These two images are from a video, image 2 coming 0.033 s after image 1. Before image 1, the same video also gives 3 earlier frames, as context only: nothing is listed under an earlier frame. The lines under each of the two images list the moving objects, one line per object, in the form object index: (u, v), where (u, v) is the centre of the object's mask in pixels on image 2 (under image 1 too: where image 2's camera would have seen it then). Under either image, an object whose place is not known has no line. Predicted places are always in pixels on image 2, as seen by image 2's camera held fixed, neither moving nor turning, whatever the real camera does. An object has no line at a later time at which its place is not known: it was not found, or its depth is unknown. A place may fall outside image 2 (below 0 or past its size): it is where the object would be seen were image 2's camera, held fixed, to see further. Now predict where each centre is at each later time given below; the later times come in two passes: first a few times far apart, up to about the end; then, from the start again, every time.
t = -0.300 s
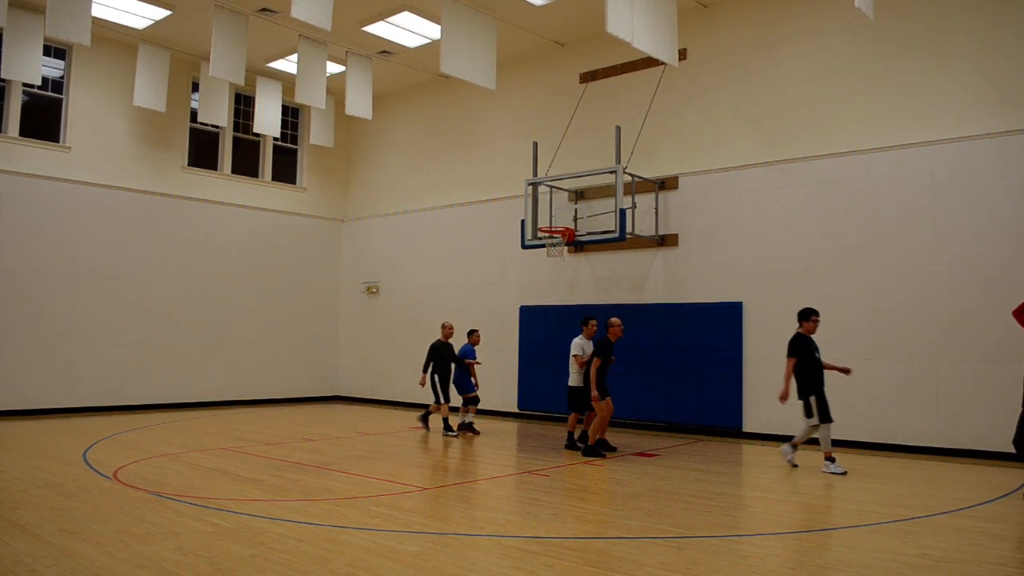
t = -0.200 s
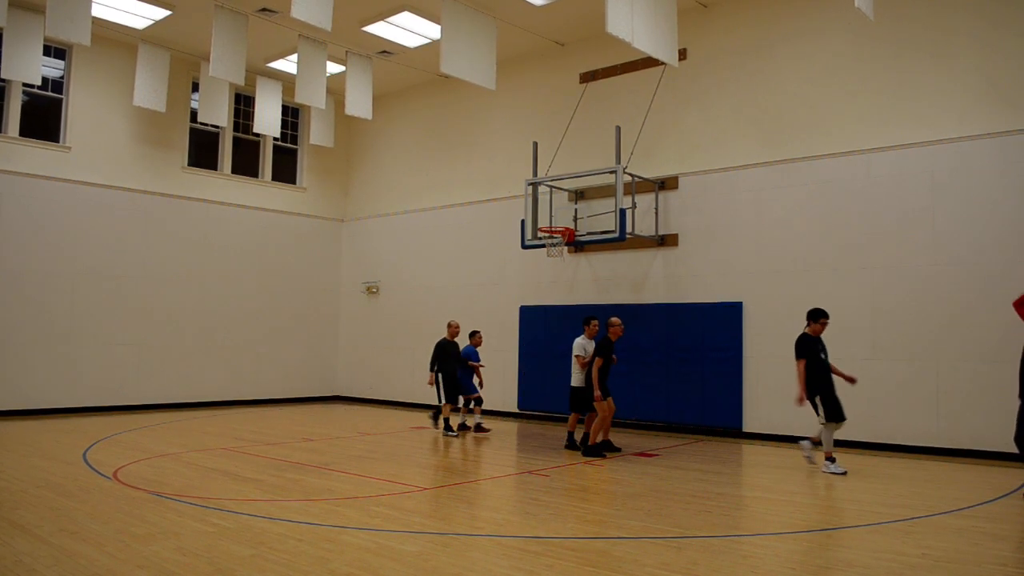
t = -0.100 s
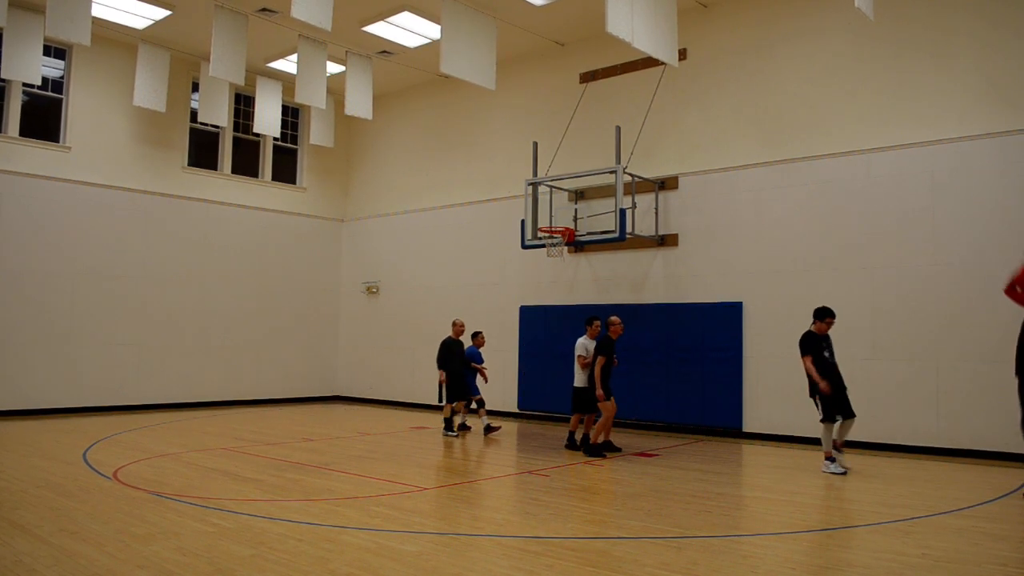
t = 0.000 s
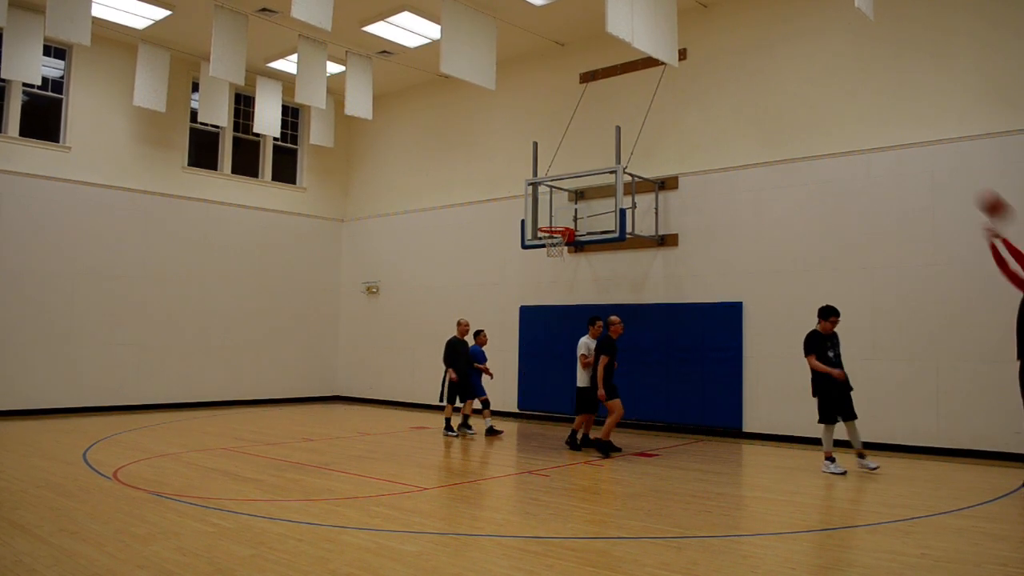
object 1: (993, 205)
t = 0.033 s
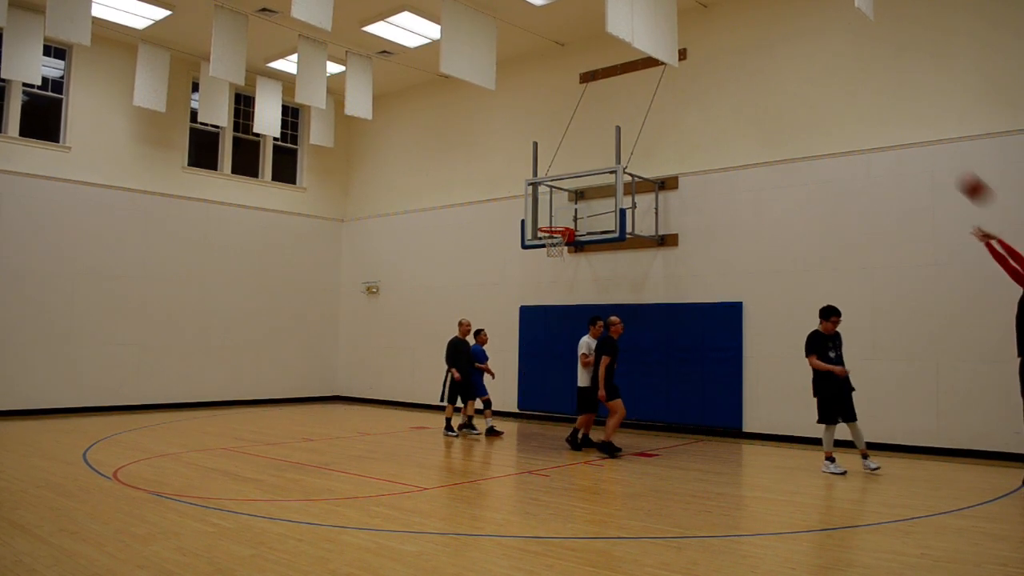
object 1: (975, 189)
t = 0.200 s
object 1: (883, 120)
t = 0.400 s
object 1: (790, 81)
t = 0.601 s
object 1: (712, 79)
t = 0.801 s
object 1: (645, 104)
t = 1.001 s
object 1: (587, 154)
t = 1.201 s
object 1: (535, 223)
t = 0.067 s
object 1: (955, 172)
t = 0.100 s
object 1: (937, 157)
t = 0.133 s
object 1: (917, 143)
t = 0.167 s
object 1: (899, 130)
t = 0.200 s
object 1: (883, 120)
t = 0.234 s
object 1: (866, 111)
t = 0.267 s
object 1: (851, 103)
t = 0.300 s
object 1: (835, 96)
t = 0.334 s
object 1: (820, 90)
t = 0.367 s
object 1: (805, 85)
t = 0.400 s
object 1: (790, 81)
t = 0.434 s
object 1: (776, 78)
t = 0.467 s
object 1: (763, 77)
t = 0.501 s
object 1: (750, 76)
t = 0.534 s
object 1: (737, 76)
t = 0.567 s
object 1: (724, 77)
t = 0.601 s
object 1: (712, 79)
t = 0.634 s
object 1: (701, 81)
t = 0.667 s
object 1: (689, 84)
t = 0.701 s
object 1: (678, 88)
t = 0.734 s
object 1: (667, 93)
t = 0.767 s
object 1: (656, 98)
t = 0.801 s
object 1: (645, 104)
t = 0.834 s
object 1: (635, 111)
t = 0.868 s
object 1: (625, 118)
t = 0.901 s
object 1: (615, 126)
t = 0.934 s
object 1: (605, 136)
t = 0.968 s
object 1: (596, 145)
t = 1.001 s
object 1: (587, 154)
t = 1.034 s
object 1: (578, 164)
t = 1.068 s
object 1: (569, 175)
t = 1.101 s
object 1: (561, 187)
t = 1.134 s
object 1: (552, 199)
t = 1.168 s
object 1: (543, 212)
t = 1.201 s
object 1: (535, 223)
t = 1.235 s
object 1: (527, 224)
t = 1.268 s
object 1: (518, 226)
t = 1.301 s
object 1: (509, 230)
